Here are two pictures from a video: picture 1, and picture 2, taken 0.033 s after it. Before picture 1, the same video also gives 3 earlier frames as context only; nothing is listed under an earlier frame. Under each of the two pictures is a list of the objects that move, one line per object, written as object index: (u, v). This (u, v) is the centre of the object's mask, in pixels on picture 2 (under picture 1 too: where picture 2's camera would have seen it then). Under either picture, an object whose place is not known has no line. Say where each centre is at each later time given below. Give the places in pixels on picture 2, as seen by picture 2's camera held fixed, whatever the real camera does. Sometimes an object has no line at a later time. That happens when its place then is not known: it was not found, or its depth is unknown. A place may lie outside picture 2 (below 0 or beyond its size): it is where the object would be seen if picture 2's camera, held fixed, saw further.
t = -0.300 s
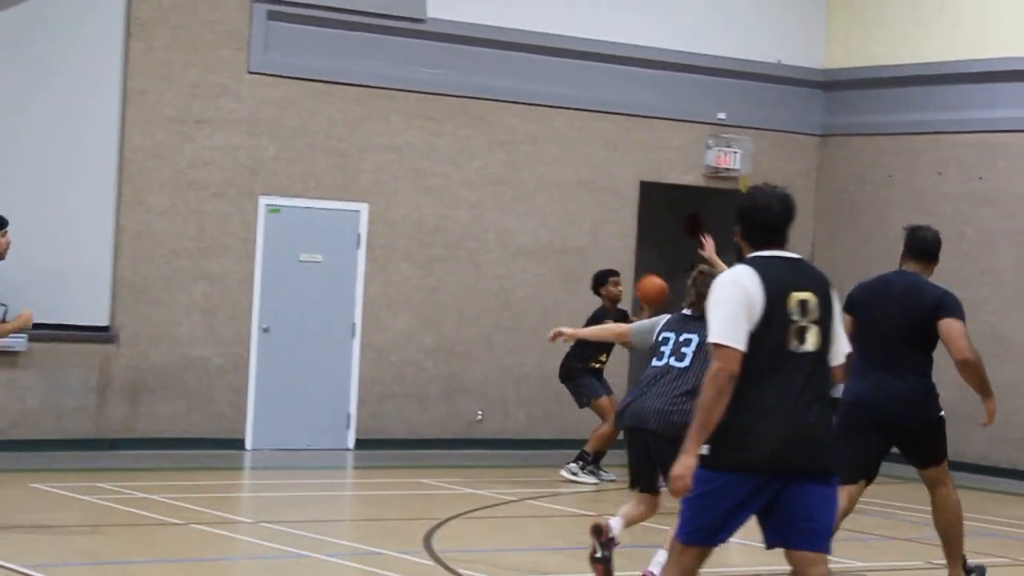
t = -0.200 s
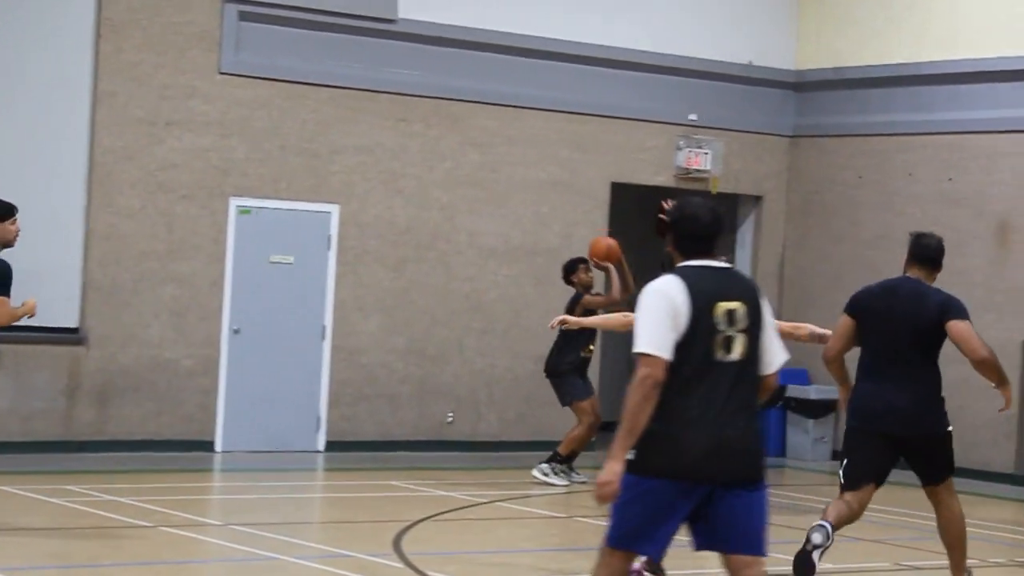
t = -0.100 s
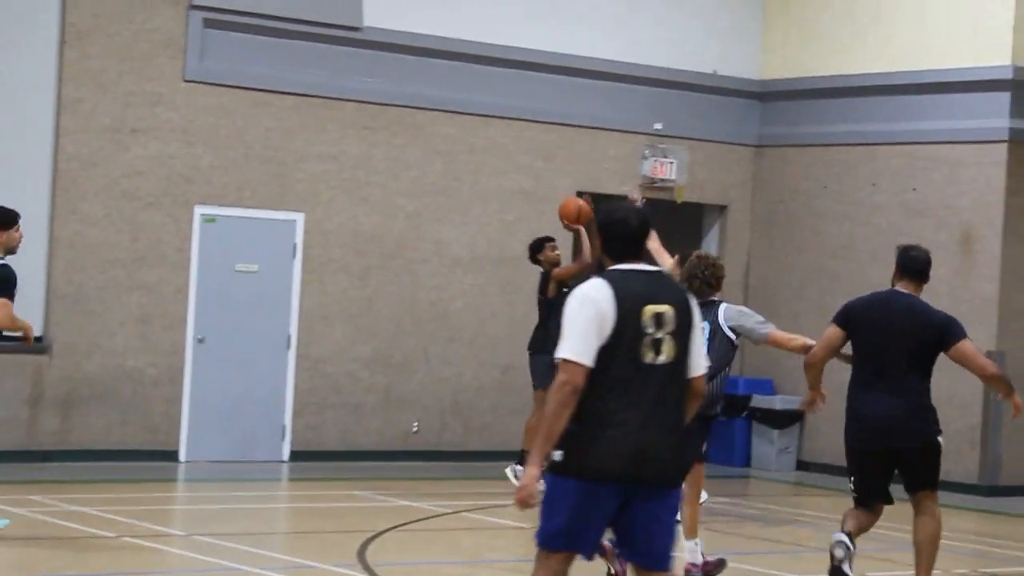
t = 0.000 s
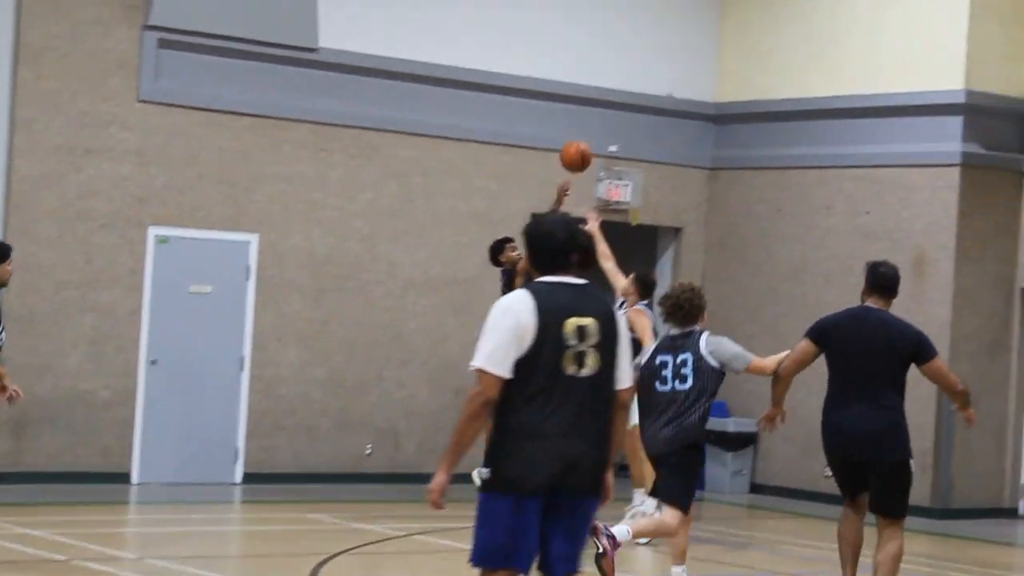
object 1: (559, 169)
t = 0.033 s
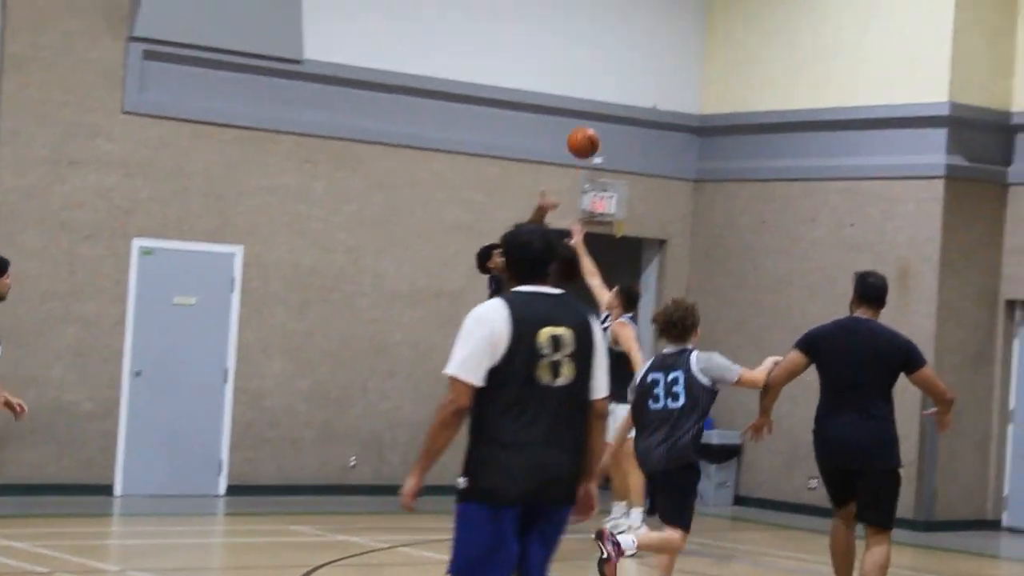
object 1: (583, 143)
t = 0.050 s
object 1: (595, 130)
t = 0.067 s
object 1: (607, 118)
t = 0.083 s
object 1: (618, 106)
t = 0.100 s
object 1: (630, 94)
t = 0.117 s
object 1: (641, 83)
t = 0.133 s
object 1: (652, 72)
